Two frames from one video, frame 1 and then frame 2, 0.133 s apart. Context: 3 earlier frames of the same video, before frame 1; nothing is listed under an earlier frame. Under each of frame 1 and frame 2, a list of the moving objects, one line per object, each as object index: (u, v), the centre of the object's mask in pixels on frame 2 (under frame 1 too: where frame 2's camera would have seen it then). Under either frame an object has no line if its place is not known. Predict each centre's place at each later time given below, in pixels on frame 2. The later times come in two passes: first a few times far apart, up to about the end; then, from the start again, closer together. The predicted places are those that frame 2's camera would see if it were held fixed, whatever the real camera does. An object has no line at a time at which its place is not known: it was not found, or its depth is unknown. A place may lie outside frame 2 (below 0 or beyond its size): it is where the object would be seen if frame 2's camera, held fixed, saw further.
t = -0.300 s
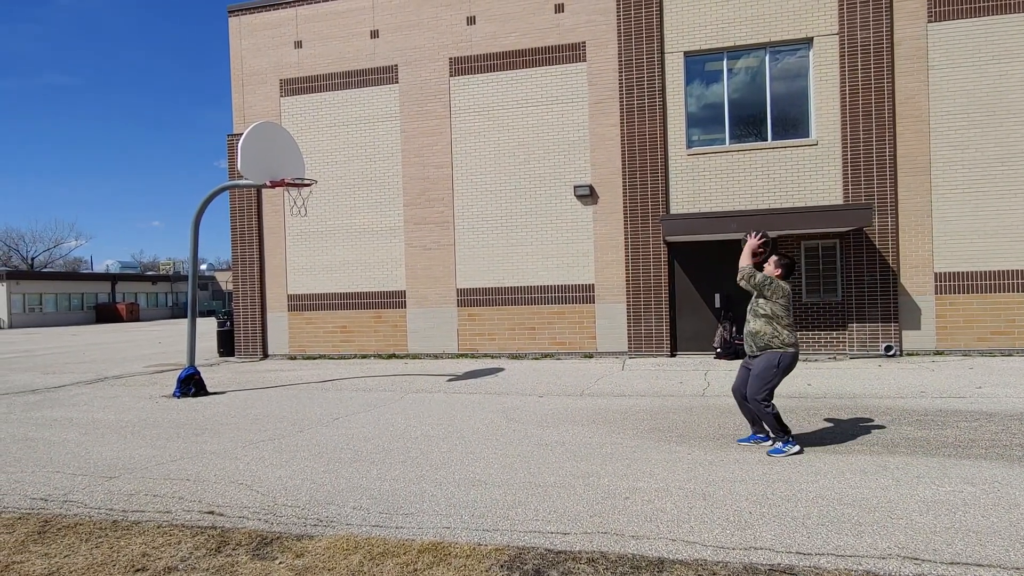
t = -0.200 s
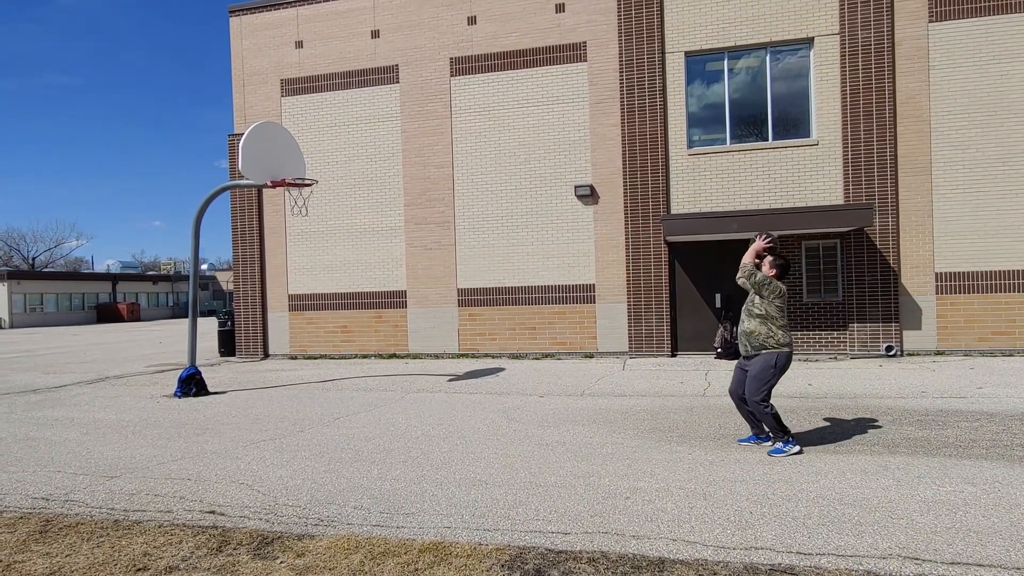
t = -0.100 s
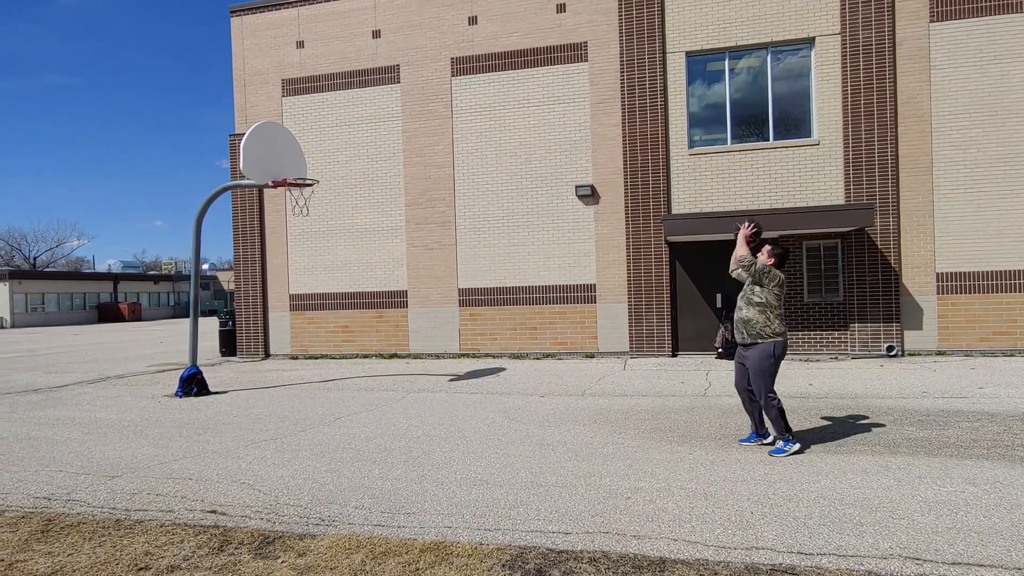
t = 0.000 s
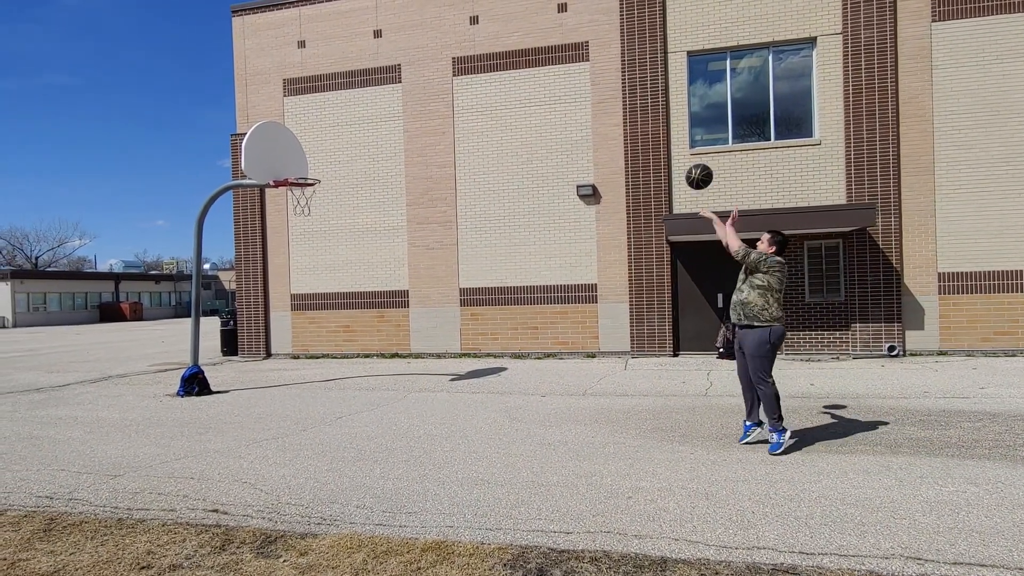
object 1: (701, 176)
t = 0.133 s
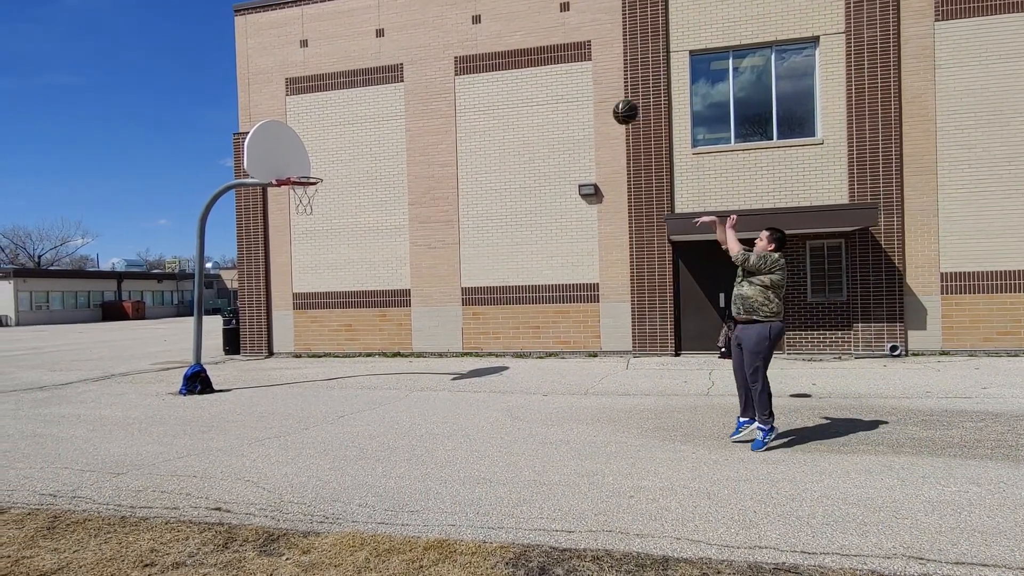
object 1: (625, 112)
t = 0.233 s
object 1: (574, 79)
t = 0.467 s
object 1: (469, 46)
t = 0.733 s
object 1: (373, 66)
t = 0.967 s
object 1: (303, 126)
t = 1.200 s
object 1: (272, 161)
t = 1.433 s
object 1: (245, 153)
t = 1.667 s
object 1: (211, 197)
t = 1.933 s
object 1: (163, 350)
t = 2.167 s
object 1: (114, 393)
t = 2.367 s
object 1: (70, 265)
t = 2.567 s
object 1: (11, 162)
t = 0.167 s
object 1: (608, 99)
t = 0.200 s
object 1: (591, 89)
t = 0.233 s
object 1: (574, 79)
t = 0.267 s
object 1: (558, 71)
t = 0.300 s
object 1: (542, 64)
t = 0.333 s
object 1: (527, 58)
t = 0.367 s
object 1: (512, 54)
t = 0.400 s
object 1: (498, 50)
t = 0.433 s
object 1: (483, 48)
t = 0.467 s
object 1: (469, 46)
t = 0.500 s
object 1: (457, 46)
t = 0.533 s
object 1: (444, 46)
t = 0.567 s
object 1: (431, 47)
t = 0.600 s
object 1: (419, 49)
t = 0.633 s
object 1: (407, 53)
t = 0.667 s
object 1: (395, 56)
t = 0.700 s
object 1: (384, 61)
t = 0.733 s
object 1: (373, 66)
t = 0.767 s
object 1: (361, 73)
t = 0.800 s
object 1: (351, 80)
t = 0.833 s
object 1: (342, 88)
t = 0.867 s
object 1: (331, 96)
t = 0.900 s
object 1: (321, 105)
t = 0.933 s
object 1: (312, 115)
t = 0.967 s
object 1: (303, 126)
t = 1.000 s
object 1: (294, 137)
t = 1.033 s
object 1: (285, 149)
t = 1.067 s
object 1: (276, 161)
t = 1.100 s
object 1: (278, 170)
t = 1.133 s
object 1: (280, 170)
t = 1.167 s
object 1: (276, 165)
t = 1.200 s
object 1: (272, 161)
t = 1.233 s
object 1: (269, 157)
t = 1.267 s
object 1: (265, 155)
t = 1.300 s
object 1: (260, 152)
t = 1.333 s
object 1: (256, 151)
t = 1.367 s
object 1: (253, 151)
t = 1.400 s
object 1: (249, 151)
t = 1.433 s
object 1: (245, 153)
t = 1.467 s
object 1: (241, 155)
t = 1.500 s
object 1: (236, 159)
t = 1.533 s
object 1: (231, 164)
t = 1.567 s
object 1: (226, 170)
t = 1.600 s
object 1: (221, 177)
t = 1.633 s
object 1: (216, 186)
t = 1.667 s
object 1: (211, 197)
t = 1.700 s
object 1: (206, 209)
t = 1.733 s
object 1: (200, 223)
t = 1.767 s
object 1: (194, 238)
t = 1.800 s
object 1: (188, 255)
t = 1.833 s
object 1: (183, 276)
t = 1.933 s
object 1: (163, 350)
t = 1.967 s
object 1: (156, 380)
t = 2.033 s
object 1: (138, 450)
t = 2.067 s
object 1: (131, 463)
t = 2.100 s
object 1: (126, 439)
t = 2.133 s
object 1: (120, 416)
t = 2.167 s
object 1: (114, 393)
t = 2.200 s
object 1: (108, 371)
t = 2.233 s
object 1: (101, 348)
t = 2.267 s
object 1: (94, 327)
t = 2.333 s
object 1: (78, 285)
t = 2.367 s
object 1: (70, 265)
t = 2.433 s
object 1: (52, 228)
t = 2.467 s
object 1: (43, 210)
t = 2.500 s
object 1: (33, 193)
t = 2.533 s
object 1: (22, 177)
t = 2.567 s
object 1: (11, 162)
